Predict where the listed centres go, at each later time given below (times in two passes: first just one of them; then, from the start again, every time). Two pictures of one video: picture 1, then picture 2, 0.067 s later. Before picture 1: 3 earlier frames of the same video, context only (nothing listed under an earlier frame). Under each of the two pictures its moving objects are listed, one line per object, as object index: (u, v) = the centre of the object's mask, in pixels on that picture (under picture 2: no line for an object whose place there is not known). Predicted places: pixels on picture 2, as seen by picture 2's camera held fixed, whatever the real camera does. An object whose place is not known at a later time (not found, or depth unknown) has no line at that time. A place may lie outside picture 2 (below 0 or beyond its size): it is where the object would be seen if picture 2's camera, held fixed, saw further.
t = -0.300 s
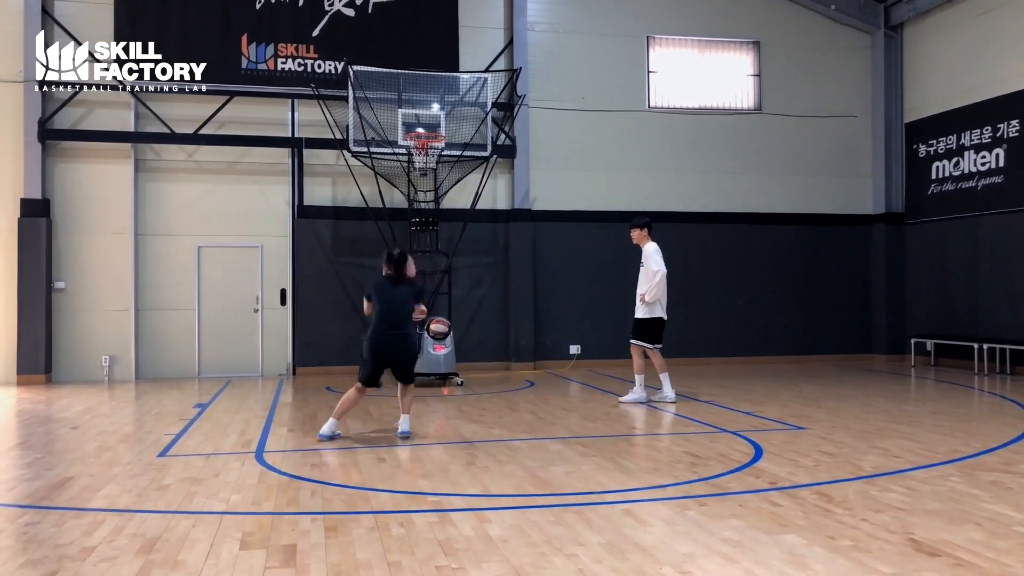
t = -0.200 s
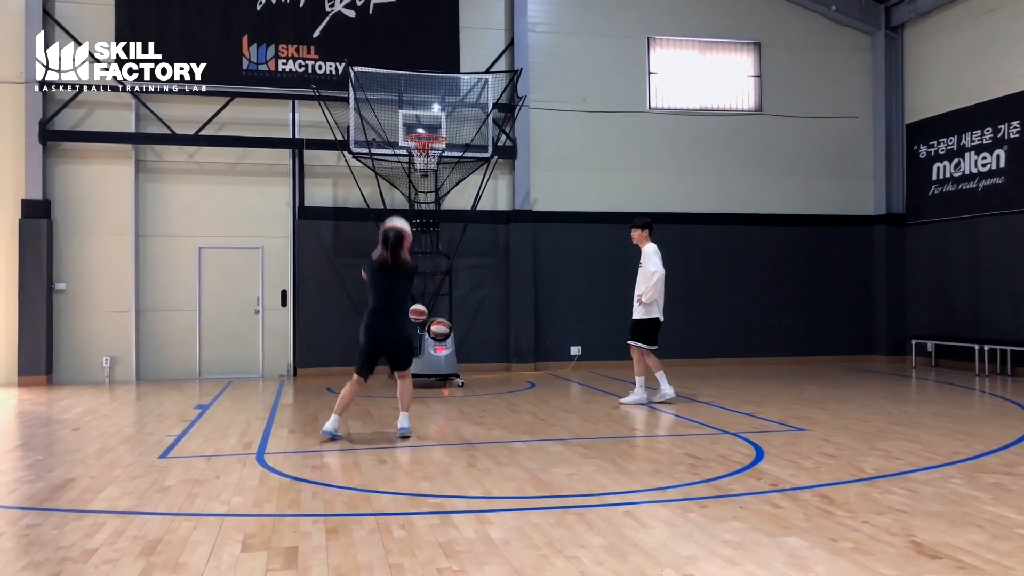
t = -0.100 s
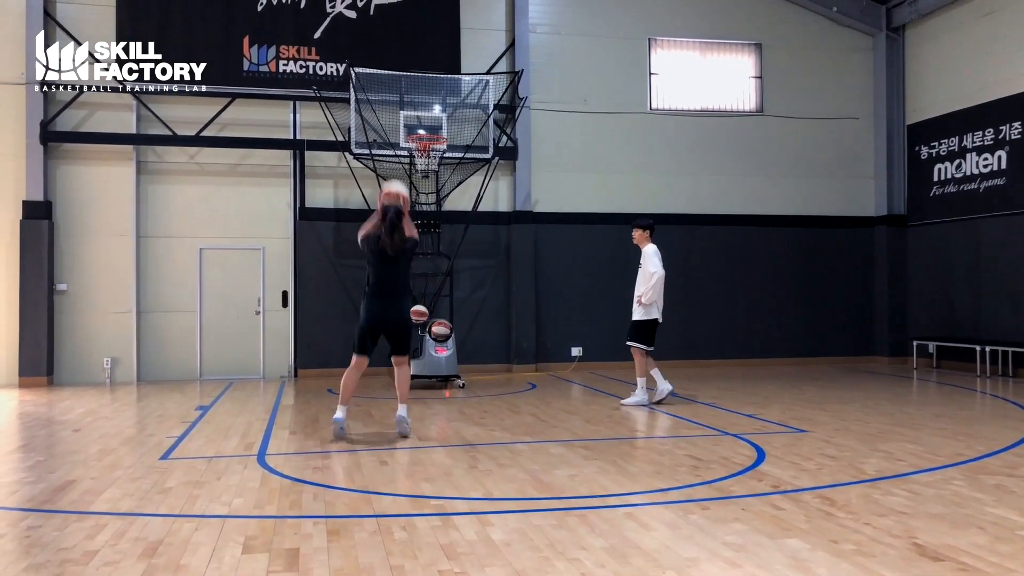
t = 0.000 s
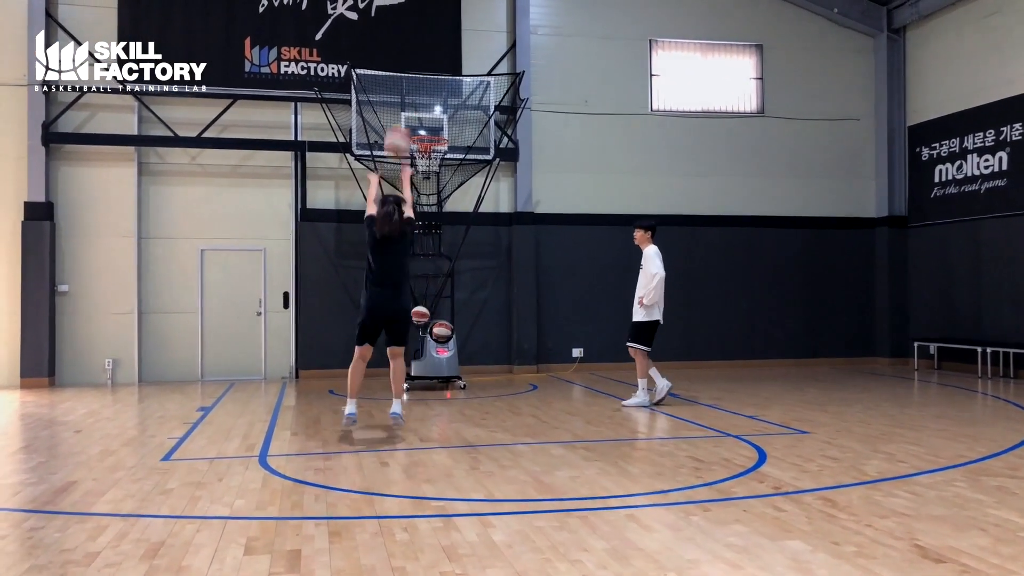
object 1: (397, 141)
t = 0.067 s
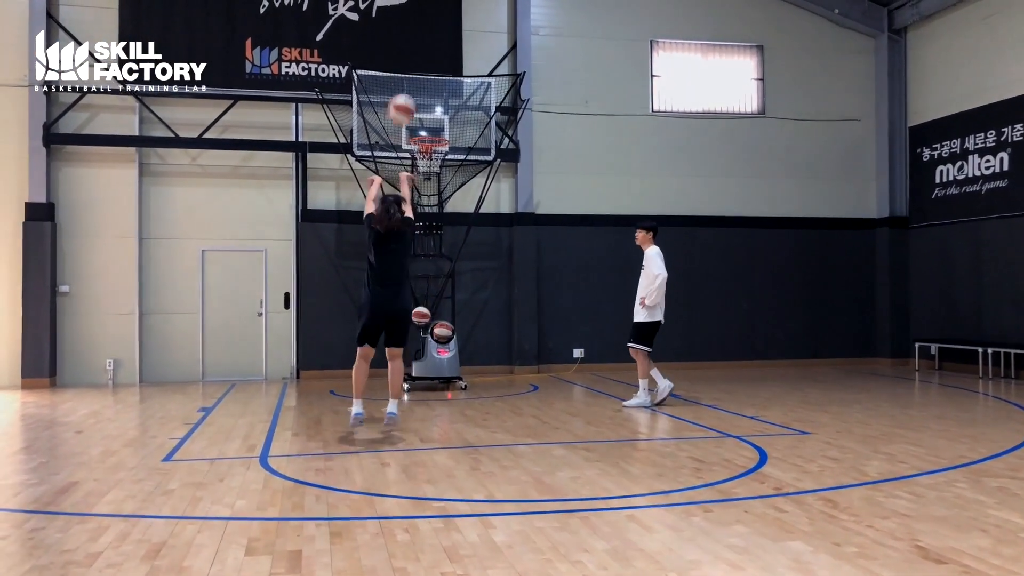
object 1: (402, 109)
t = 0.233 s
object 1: (406, 57)
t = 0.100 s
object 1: (403, 96)
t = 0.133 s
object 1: (403, 83)
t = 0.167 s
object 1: (404, 73)
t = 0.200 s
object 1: (405, 64)
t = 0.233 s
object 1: (406, 57)
